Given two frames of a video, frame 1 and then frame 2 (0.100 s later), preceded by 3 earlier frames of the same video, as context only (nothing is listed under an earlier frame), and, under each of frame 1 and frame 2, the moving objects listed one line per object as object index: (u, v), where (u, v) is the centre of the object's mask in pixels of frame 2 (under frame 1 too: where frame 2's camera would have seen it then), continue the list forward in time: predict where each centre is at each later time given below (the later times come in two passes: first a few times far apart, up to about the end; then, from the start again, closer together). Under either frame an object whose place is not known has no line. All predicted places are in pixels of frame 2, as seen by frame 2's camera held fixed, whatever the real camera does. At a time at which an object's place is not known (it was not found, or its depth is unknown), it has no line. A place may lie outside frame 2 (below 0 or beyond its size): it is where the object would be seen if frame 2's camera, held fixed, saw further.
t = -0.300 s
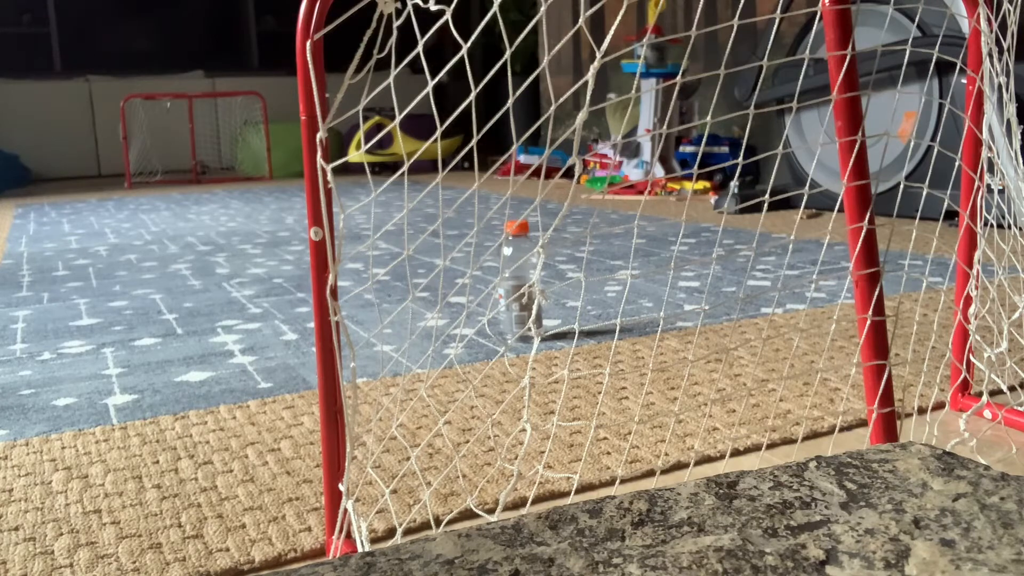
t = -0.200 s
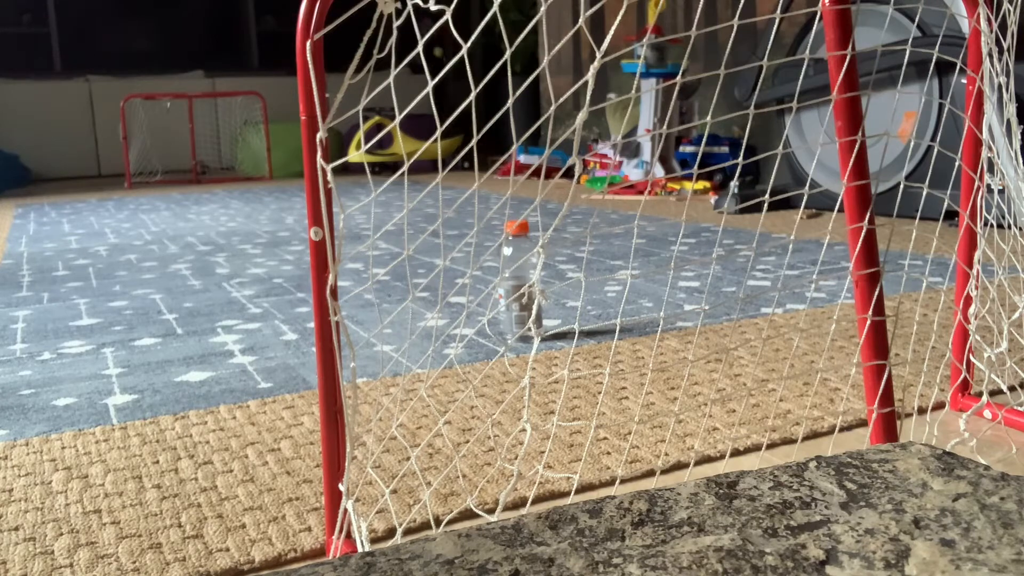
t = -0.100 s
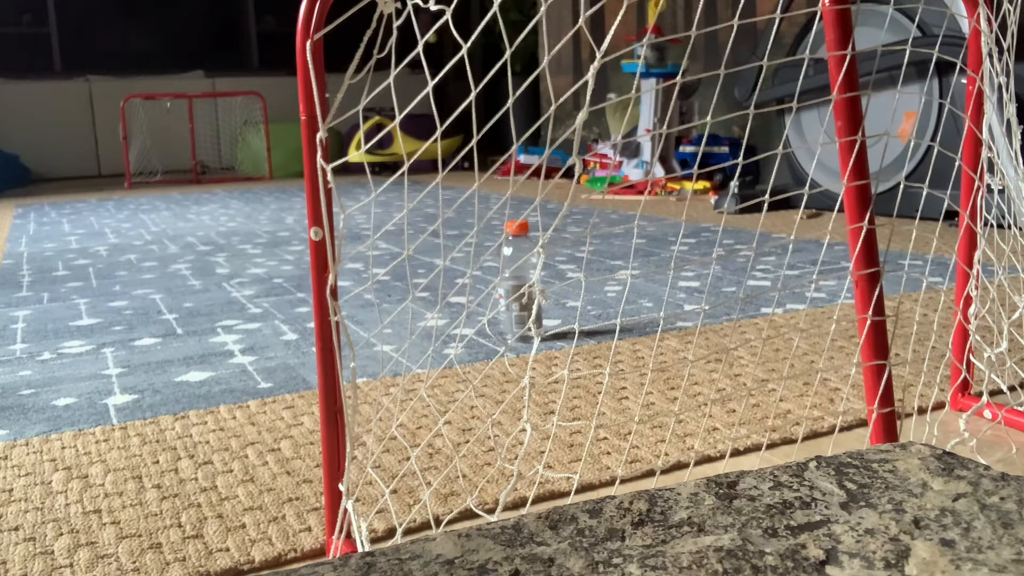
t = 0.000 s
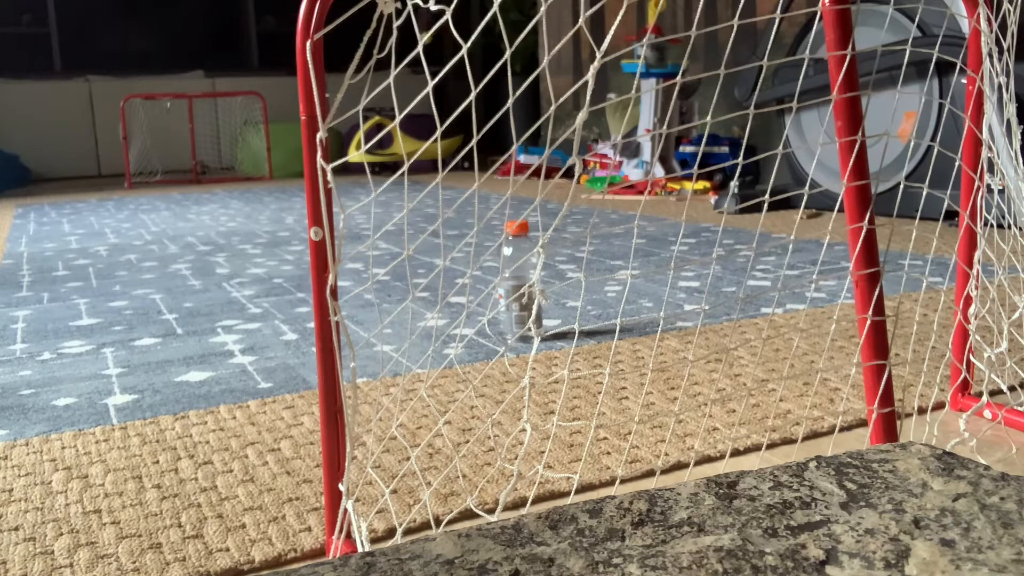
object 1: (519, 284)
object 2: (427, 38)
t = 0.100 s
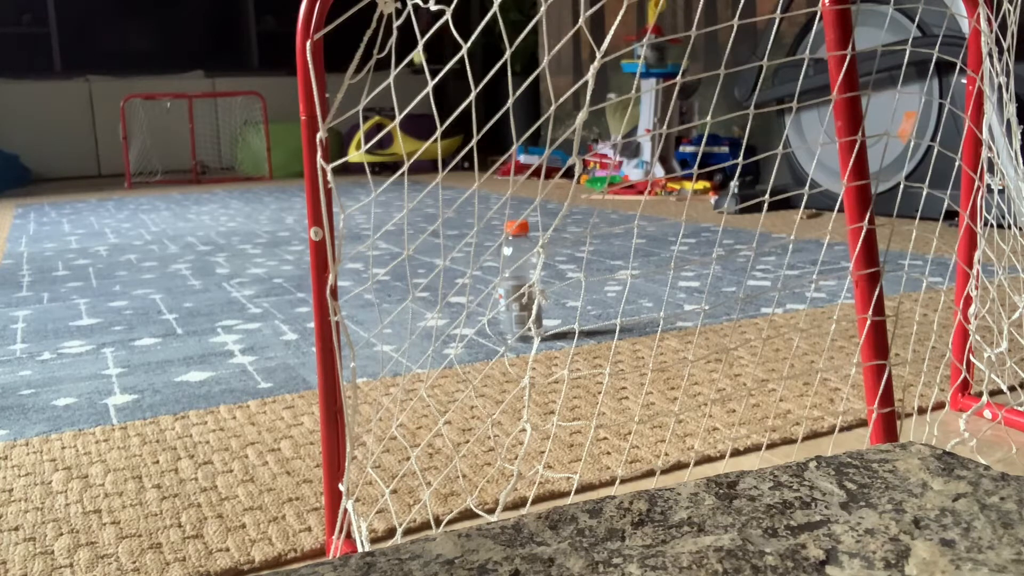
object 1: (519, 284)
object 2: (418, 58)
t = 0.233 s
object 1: (519, 284)
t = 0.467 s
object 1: (519, 284)
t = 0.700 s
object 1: (519, 284)
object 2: (425, 115)
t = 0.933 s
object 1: (519, 284)
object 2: (456, 228)
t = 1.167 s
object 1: (523, 280)
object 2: (474, 258)
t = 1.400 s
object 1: (589, 319)
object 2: (362, 386)
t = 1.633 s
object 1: (598, 324)
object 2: (167, 445)
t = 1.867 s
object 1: (598, 324)
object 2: (19, 455)
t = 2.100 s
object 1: (599, 324)
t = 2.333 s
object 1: (599, 324)
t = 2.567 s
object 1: (601, 325)
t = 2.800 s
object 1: (601, 325)
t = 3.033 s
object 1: (600, 325)
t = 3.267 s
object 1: (600, 325)
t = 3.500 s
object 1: (600, 325)
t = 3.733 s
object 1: (599, 324)
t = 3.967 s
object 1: (600, 325)
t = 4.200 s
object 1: (600, 325)
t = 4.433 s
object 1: (602, 325)
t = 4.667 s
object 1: (600, 324)
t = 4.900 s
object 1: (600, 324)
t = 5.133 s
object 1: (599, 324)
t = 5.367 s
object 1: (599, 324)
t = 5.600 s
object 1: (599, 324)
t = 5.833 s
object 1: (600, 325)
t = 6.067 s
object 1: (600, 325)
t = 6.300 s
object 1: (600, 325)
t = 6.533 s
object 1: (600, 325)
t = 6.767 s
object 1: (600, 325)
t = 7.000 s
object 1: (599, 324)
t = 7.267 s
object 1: (599, 324)
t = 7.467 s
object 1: (599, 324)
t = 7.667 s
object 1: (599, 324)
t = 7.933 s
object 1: (600, 325)
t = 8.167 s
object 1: (599, 324)
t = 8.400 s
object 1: (600, 325)
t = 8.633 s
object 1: (599, 324)
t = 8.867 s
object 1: (599, 324)
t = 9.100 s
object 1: (598, 324)
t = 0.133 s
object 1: (519, 284)
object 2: (417, 69)
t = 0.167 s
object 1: (519, 284)
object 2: (415, 84)
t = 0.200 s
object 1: (519, 284)
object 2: (412, 101)
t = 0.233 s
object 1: (519, 284)
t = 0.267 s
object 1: (519, 284)
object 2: (410, 146)
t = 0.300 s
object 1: (519, 284)
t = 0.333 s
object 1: (519, 284)
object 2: (406, 188)
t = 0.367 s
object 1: (519, 284)
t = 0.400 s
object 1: (519, 284)
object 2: (407, 152)
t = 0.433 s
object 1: (519, 284)
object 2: (409, 137)
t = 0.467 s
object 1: (519, 284)
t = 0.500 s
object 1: (519, 284)
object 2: (411, 115)
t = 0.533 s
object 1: (519, 284)
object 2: (413, 107)
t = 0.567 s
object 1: (519, 284)
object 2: (415, 102)
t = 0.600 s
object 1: (519, 284)
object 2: (417, 100)
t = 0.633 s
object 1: (519, 284)
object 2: (420, 101)
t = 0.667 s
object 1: (519, 284)
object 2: (423, 106)
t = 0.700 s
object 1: (519, 284)
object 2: (425, 115)
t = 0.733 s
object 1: (519, 284)
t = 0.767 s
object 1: (519, 284)
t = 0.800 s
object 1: (519, 284)
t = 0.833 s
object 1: (519, 284)
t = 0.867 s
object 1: (519, 284)
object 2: (450, 228)
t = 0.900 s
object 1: (519, 284)
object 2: (454, 242)
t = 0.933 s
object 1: (519, 284)
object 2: (456, 228)
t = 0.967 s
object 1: (519, 284)
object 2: (459, 217)
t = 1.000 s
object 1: (519, 284)
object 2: (461, 211)
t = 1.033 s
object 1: (519, 284)
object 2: (464, 208)
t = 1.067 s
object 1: (519, 284)
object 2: (468, 211)
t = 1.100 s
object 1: (519, 284)
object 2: (473, 220)
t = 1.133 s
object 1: (519, 284)
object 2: (478, 236)
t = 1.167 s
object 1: (523, 280)
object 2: (474, 258)
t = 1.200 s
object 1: (538, 283)
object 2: (458, 282)
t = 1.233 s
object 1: (550, 280)
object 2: (440, 315)
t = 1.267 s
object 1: (559, 281)
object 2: (422, 359)
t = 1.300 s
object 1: (563, 295)
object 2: (405, 376)
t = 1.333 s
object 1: (578, 302)
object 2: (389, 372)
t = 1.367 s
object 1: (587, 314)
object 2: (372, 375)
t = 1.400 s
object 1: (589, 319)
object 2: (362, 386)
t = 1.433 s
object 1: (573, 317)
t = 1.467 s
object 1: (595, 323)
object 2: (288, 391)
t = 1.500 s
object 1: (599, 324)
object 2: (262, 381)
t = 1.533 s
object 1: (597, 324)
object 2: (234, 383)
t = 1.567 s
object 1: (596, 324)
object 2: (209, 395)
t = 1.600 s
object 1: (597, 324)
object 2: (187, 417)
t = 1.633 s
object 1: (598, 324)
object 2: (167, 445)
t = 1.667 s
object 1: (598, 324)
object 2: (143, 428)
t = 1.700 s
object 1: (597, 324)
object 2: (117, 413)
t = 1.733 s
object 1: (597, 323)
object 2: (93, 407)
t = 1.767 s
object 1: (597, 324)
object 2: (71, 410)
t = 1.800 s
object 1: (597, 323)
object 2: (50, 421)
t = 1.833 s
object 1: (598, 324)
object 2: (31, 442)
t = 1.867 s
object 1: (598, 324)
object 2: (19, 455)
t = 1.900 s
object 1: (599, 324)
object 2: (7, 440)
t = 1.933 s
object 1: (599, 324)
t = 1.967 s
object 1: (599, 324)
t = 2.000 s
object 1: (599, 324)
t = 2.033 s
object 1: (599, 324)
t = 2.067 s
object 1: (599, 324)
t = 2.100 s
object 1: (599, 324)
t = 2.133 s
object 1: (599, 324)
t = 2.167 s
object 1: (599, 324)
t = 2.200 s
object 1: (599, 324)
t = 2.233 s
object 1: (600, 324)
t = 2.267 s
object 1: (600, 324)
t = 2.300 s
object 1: (599, 324)
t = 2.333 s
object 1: (599, 324)
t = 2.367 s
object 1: (599, 324)
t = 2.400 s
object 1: (600, 324)
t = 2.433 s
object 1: (600, 325)
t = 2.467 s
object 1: (600, 325)
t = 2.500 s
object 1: (600, 325)
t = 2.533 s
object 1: (600, 325)
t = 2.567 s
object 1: (601, 325)
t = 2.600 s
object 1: (601, 325)
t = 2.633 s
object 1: (601, 325)
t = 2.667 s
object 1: (599, 324)
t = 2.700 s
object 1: (601, 325)
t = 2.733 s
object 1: (599, 324)
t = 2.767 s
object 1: (601, 325)
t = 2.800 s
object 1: (601, 325)
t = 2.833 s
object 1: (599, 324)
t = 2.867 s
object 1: (600, 325)
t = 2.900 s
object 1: (600, 325)
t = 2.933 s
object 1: (600, 325)
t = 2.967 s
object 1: (601, 325)
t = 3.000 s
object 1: (601, 325)
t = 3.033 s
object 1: (600, 325)
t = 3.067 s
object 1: (601, 325)
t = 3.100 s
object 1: (601, 325)
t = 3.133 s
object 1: (600, 325)
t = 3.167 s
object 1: (600, 325)
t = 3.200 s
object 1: (600, 325)
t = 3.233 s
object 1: (600, 325)
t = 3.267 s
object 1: (600, 325)
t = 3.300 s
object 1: (600, 325)
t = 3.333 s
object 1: (600, 325)
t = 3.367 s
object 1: (600, 325)
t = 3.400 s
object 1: (600, 325)
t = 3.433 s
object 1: (600, 325)
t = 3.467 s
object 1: (600, 325)
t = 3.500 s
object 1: (600, 325)
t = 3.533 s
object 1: (600, 325)
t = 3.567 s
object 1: (600, 325)
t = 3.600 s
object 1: (600, 325)
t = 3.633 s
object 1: (600, 325)
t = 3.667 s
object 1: (599, 324)
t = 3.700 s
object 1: (600, 325)
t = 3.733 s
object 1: (599, 324)
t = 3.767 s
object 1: (599, 324)
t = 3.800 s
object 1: (600, 325)
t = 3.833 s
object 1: (600, 325)
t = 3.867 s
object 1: (599, 324)
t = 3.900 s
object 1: (599, 324)
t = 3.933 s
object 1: (600, 325)
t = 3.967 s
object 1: (600, 325)
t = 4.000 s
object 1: (599, 324)
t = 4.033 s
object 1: (600, 325)
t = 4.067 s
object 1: (600, 325)
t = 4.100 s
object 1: (600, 325)
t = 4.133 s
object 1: (600, 325)
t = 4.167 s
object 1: (600, 325)
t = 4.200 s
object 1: (600, 325)
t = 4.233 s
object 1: (600, 325)
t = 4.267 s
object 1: (599, 324)
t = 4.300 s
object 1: (601, 325)
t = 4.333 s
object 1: (600, 325)
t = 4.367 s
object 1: (601, 324)
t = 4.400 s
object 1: (601, 325)
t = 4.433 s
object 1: (602, 325)
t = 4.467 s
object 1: (600, 324)
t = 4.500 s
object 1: (599, 324)
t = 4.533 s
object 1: (600, 324)
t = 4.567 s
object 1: (600, 324)
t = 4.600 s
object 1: (600, 324)
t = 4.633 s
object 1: (601, 325)
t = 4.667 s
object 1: (600, 324)
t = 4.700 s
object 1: (600, 324)
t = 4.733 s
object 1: (600, 324)
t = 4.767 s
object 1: (599, 324)
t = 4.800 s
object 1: (600, 324)
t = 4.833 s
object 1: (600, 324)
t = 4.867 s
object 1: (600, 324)
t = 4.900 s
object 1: (600, 324)
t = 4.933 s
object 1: (600, 324)
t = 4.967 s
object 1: (600, 324)
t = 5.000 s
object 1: (600, 324)
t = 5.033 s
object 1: (600, 324)
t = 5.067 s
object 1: (600, 324)
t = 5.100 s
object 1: (600, 324)
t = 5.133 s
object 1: (599, 324)
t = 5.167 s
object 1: (599, 324)
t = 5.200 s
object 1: (599, 324)
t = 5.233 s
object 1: (599, 324)
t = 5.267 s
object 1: (599, 324)
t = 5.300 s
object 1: (599, 324)
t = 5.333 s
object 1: (599, 324)
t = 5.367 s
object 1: (599, 324)
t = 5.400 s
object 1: (600, 325)
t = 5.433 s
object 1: (600, 325)
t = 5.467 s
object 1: (600, 325)
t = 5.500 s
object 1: (600, 325)
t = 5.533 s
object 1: (600, 325)
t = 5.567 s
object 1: (599, 324)
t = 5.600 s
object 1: (599, 324)
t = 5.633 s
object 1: (600, 325)
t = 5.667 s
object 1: (599, 324)
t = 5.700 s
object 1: (600, 325)
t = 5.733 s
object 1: (599, 324)
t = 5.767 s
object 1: (600, 325)
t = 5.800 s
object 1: (600, 325)
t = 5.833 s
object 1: (600, 325)
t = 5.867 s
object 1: (600, 325)
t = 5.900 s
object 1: (600, 325)
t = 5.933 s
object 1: (600, 325)
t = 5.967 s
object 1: (600, 325)
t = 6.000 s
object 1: (600, 325)
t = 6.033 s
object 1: (600, 325)
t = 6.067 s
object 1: (600, 325)
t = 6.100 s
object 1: (600, 325)
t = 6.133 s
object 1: (600, 325)
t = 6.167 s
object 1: (600, 325)
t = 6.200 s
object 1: (600, 325)
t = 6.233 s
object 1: (600, 325)
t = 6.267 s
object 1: (600, 325)
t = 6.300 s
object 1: (600, 325)
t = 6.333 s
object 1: (600, 325)
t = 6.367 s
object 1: (600, 325)
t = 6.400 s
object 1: (600, 325)
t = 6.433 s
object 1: (600, 325)
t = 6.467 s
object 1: (600, 325)
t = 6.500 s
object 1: (600, 325)
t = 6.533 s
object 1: (600, 325)
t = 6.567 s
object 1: (600, 325)
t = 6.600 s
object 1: (600, 325)
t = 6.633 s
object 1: (600, 325)
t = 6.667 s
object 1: (600, 325)
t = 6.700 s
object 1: (600, 325)
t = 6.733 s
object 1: (600, 325)
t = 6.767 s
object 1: (600, 325)
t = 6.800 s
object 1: (601, 325)
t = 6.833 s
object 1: (600, 325)
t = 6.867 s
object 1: (600, 325)
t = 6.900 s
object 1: (600, 325)
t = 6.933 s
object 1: (600, 325)
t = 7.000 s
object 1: (599, 324)
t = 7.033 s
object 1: (599, 324)
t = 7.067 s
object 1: (599, 324)
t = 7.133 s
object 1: (599, 324)
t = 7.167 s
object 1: (599, 324)
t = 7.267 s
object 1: (599, 324)
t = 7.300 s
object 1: (599, 324)
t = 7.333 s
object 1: (599, 324)
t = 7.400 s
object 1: (599, 324)
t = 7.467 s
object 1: (599, 324)
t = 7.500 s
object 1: (599, 324)
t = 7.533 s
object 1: (599, 324)
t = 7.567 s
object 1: (599, 324)
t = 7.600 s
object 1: (599, 324)
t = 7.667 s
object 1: (599, 324)
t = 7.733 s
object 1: (600, 324)
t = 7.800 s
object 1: (600, 324)
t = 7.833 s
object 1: (600, 324)
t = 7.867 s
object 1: (600, 324)
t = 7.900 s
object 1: (600, 325)
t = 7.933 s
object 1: (600, 325)
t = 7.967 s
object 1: (600, 324)
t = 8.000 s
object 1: (598, 324)
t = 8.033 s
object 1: (598, 324)
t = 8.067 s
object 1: (600, 324)
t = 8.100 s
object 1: (598, 324)
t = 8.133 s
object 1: (599, 324)
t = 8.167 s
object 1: (599, 324)
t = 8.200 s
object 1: (599, 324)
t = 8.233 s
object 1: (598, 324)
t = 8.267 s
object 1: (600, 325)
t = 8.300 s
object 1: (599, 324)
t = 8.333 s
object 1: (599, 324)
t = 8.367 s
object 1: (599, 324)
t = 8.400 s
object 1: (600, 325)
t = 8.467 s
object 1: (598, 324)
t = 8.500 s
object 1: (600, 325)
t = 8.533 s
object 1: (599, 324)
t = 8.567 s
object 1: (599, 324)
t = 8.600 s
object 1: (599, 324)
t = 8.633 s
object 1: (599, 324)
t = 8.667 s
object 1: (599, 324)
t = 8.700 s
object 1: (599, 324)
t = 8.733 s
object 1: (599, 324)
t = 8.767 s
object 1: (599, 324)
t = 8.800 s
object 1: (599, 324)
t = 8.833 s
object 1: (599, 324)
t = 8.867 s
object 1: (599, 324)
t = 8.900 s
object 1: (599, 324)
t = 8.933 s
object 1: (598, 324)
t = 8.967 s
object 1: (599, 324)
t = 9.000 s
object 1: (599, 324)
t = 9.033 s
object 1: (599, 324)
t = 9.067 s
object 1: (599, 324)
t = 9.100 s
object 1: (598, 324)
